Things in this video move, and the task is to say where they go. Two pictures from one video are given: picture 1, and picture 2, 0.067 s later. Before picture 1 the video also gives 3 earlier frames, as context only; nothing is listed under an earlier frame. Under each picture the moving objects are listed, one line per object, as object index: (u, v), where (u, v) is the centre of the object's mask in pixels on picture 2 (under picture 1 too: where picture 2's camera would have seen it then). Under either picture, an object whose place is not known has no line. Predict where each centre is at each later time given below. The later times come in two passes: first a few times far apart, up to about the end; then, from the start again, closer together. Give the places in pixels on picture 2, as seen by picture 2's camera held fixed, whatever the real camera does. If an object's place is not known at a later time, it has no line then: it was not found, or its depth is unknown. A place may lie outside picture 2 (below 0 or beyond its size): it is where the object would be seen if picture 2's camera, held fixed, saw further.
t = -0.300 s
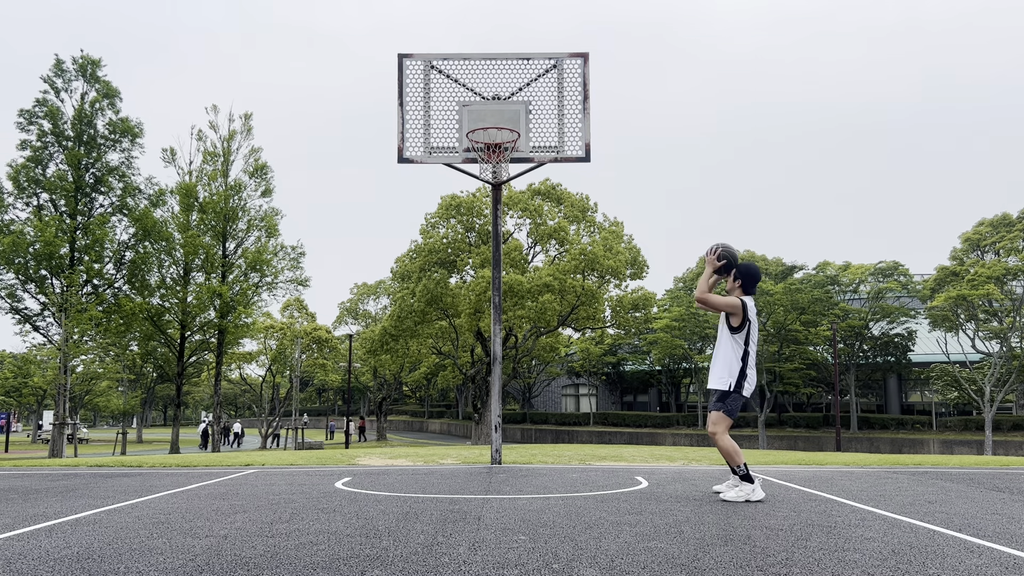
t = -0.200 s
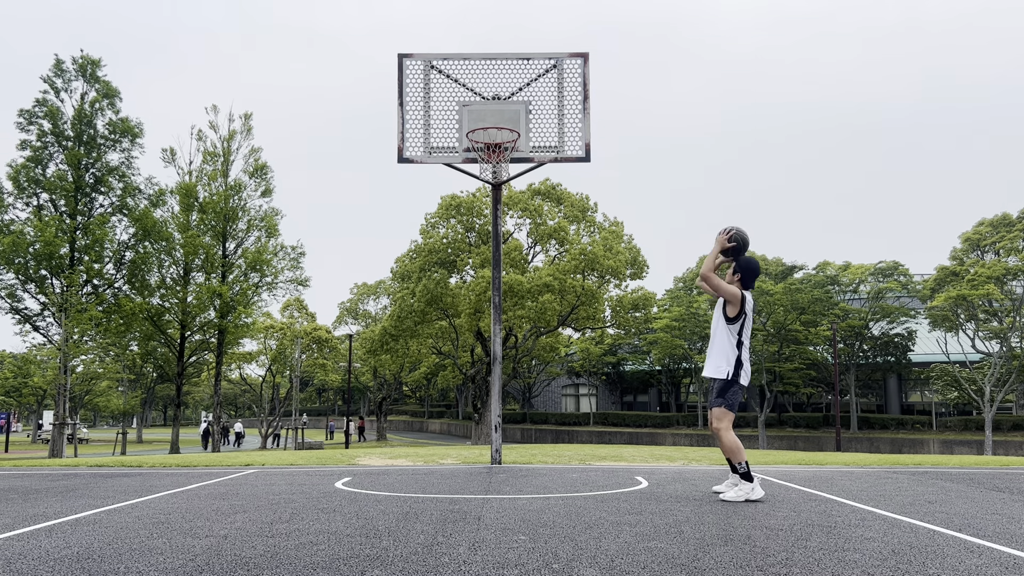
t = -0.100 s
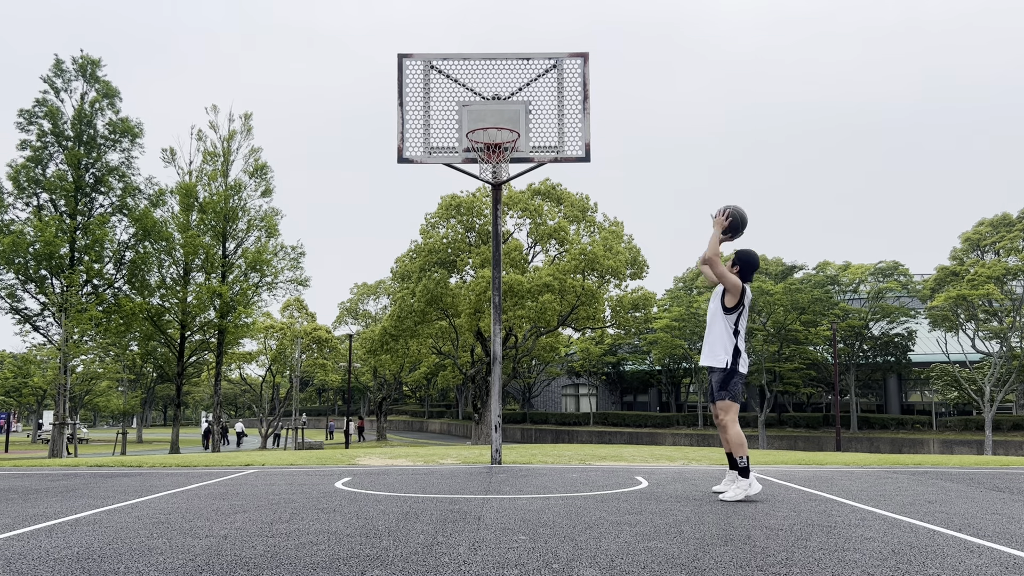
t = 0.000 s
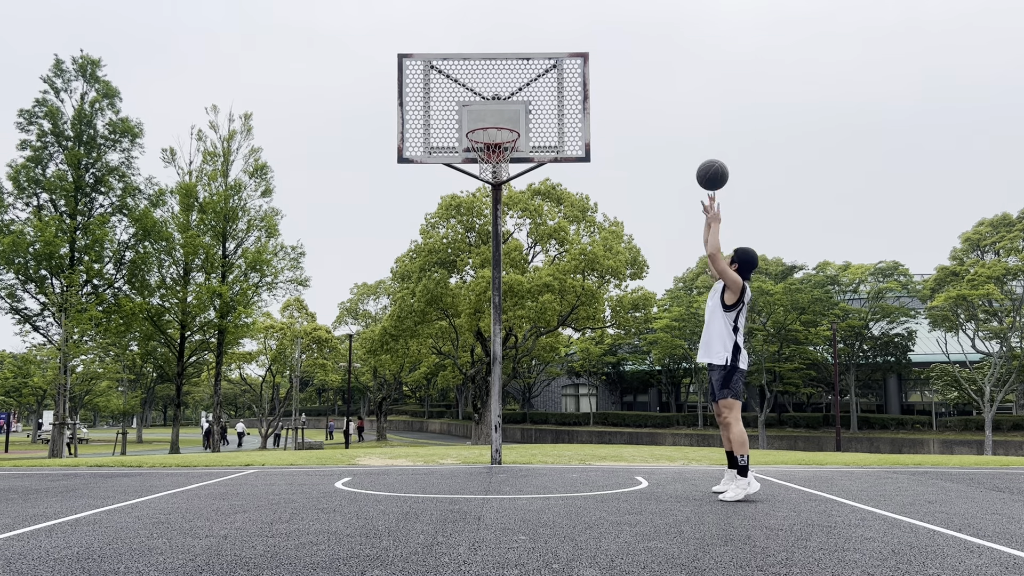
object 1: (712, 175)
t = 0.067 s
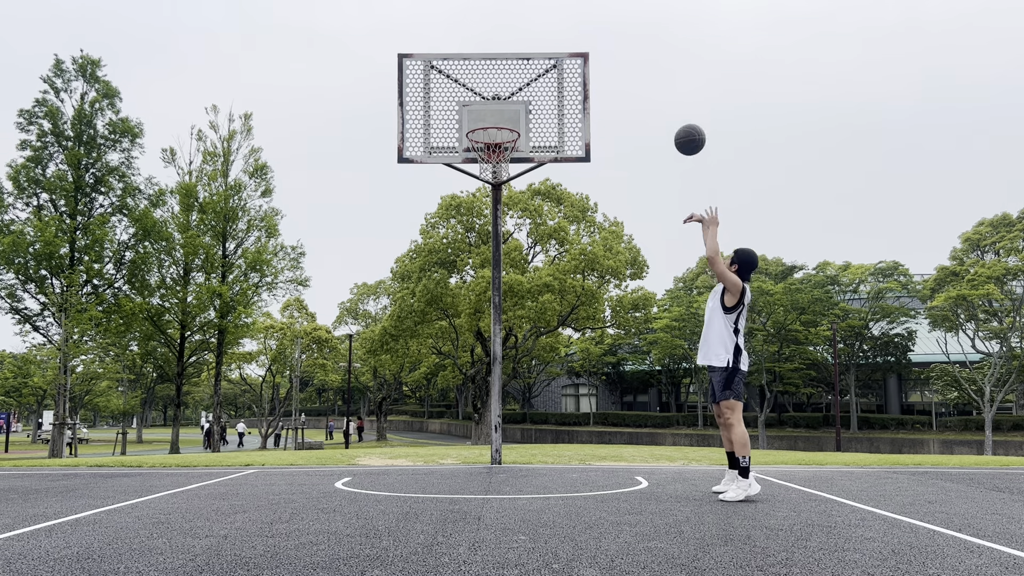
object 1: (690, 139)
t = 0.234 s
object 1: (638, 79)
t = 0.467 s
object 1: (574, 55)
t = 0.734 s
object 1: (508, 100)
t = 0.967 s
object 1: (504, 153)
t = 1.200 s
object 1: (503, 158)
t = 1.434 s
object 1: (485, 208)
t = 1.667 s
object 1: (469, 312)
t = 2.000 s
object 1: (447, 403)
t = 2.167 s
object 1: (441, 335)
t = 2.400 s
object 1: (431, 290)
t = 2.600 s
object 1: (423, 296)
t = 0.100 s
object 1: (679, 124)
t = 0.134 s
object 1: (668, 111)
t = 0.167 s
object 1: (658, 99)
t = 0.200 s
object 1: (648, 88)
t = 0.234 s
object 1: (638, 79)
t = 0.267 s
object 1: (628, 71)
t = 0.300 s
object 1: (619, 65)
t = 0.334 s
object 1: (610, 60)
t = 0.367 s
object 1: (601, 57)
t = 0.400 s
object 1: (592, 55)
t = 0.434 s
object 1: (583, 54)
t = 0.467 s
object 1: (574, 55)
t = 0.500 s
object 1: (565, 56)
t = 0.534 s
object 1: (557, 59)
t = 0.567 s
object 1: (549, 63)
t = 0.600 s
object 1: (540, 68)
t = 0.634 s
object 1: (532, 74)
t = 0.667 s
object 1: (524, 82)
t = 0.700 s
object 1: (516, 90)
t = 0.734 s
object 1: (508, 100)
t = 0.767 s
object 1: (500, 110)
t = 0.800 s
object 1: (493, 121)
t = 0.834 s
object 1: (485, 135)
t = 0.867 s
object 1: (488, 141)
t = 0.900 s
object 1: (495, 145)
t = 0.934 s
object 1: (500, 152)
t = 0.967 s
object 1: (504, 153)
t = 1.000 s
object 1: (507, 149)
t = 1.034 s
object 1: (508, 146)
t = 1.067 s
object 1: (508, 146)
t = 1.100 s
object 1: (507, 148)
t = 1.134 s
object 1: (507, 151)
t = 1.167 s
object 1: (504, 155)
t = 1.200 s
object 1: (503, 158)
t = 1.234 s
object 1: (500, 162)
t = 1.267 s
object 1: (498, 167)
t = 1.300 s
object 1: (495, 173)
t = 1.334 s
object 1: (493, 181)
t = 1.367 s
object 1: (490, 188)
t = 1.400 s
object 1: (488, 198)
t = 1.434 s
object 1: (485, 208)
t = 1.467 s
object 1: (483, 220)
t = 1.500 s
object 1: (480, 232)
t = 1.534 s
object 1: (478, 246)
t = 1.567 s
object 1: (476, 261)
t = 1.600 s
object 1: (473, 277)
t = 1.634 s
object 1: (471, 293)
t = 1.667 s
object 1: (469, 312)
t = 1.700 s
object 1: (466, 331)
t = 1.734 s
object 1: (464, 351)
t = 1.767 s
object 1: (461, 373)
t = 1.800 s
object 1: (459, 396)
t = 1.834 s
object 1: (456, 419)
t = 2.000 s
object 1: (447, 403)
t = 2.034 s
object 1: (446, 386)
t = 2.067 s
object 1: (445, 372)
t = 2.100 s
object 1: (444, 358)
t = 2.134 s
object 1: (442, 346)
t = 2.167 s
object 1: (441, 335)
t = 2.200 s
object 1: (440, 325)
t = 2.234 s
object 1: (438, 316)
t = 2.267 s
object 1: (437, 309)
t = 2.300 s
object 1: (436, 303)
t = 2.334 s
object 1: (434, 297)
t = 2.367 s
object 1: (433, 293)
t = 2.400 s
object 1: (431, 290)
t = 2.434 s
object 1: (430, 289)
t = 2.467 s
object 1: (429, 288)
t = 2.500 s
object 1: (427, 288)
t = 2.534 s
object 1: (426, 290)
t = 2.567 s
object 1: (424, 293)
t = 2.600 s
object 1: (423, 296)
